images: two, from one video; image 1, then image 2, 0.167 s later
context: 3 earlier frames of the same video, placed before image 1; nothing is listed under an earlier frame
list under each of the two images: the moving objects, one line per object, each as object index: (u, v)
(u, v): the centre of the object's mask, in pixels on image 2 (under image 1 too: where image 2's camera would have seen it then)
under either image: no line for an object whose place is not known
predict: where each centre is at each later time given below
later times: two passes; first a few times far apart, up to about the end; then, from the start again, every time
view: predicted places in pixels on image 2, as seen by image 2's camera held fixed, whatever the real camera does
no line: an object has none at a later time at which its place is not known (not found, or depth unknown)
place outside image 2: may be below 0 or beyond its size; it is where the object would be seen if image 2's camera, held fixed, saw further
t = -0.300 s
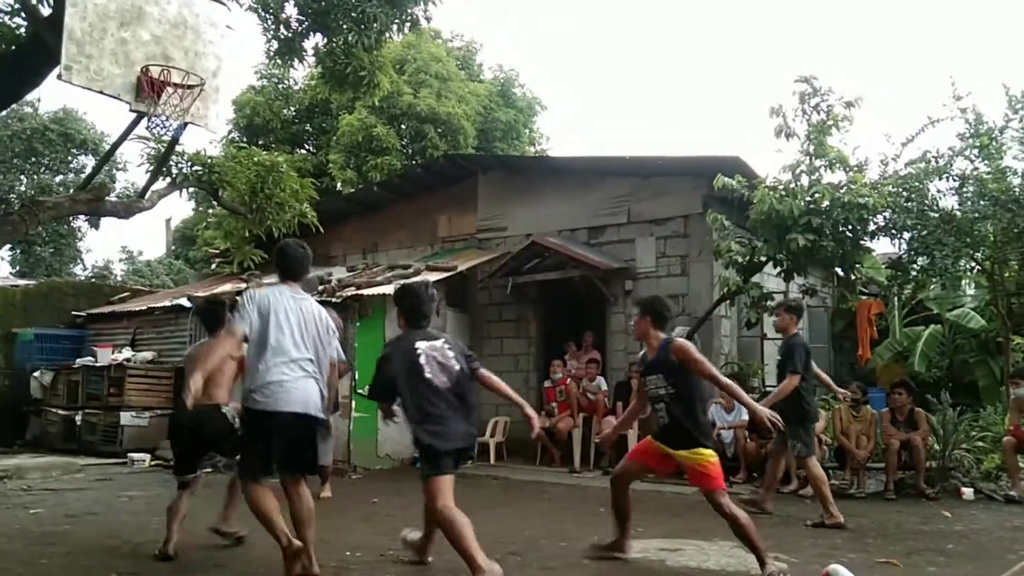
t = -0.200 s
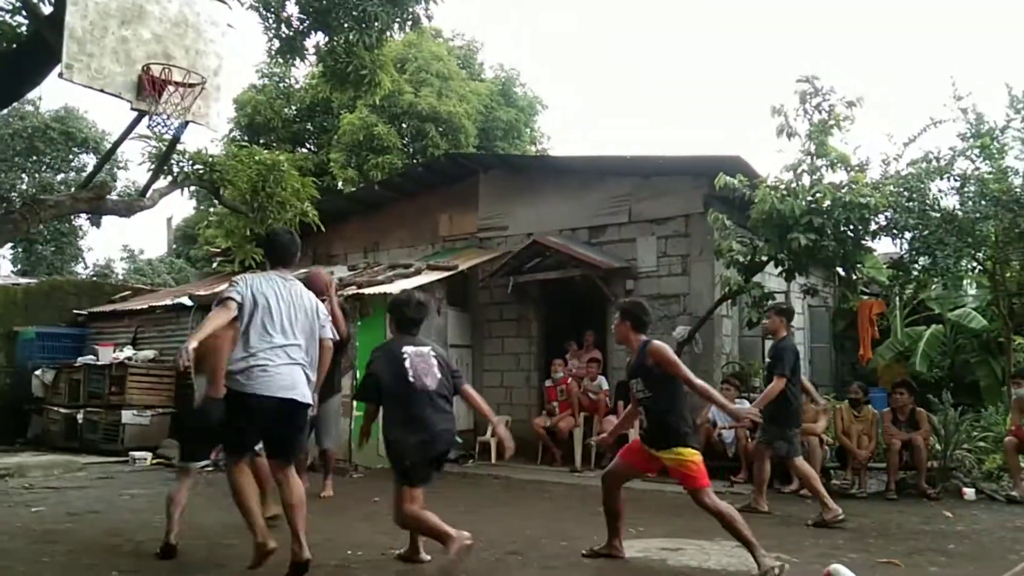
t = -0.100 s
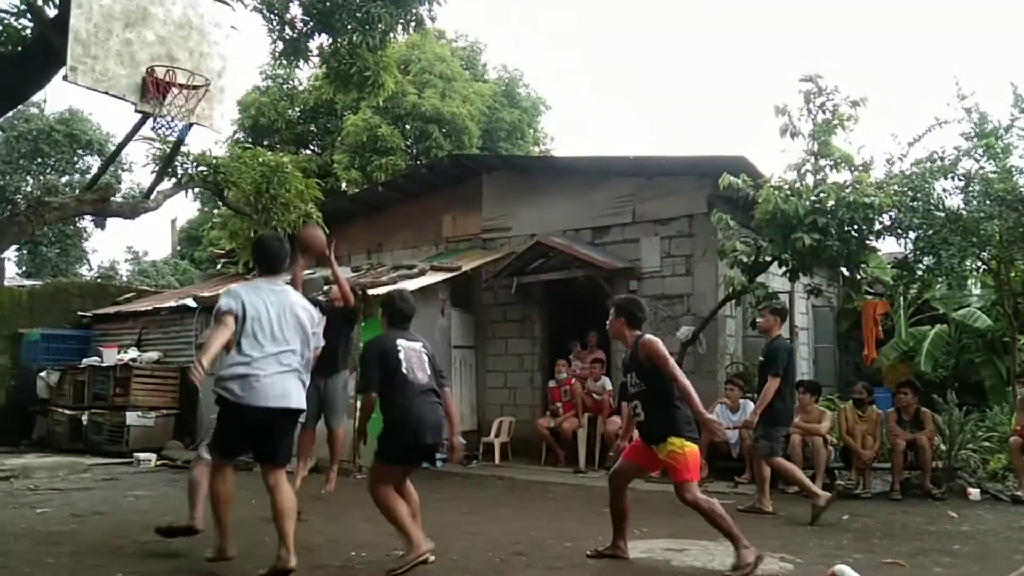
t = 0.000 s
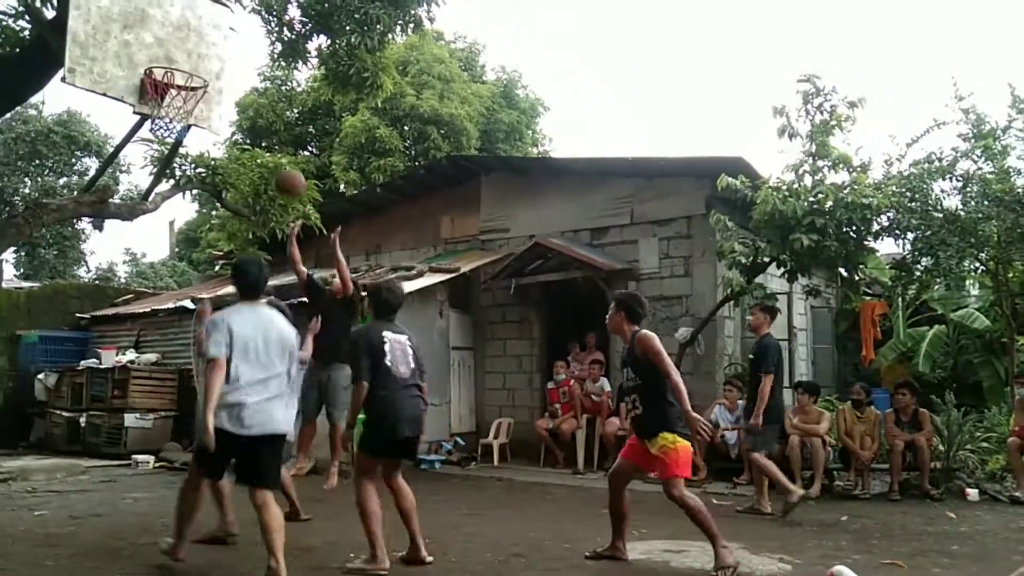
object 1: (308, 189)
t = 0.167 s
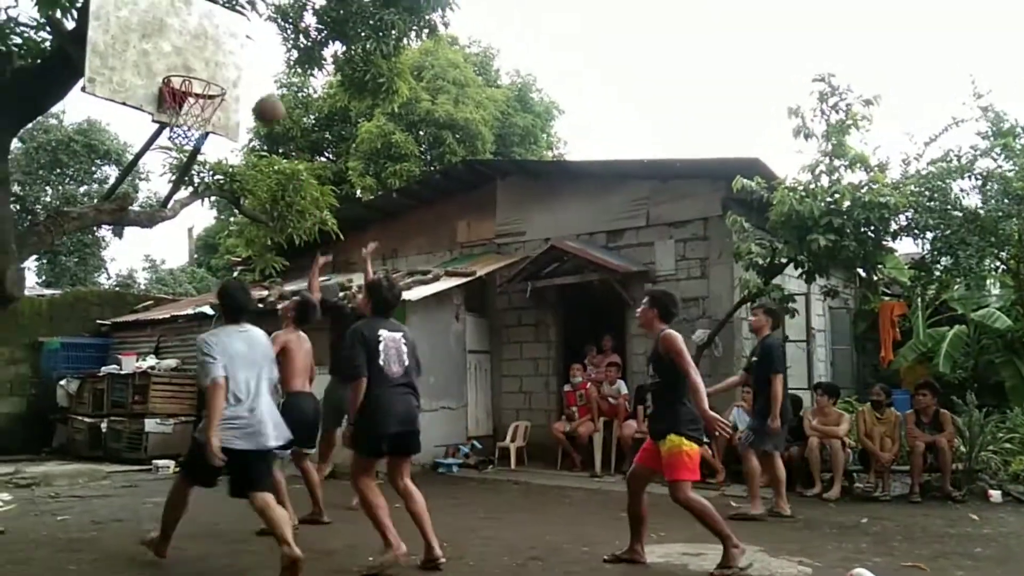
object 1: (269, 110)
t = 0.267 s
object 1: (241, 74)
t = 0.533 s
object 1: (168, 42)
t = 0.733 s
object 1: (115, 68)
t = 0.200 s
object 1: (260, 98)
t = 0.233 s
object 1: (250, 85)
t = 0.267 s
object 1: (241, 74)
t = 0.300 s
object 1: (233, 66)
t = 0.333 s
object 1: (225, 58)
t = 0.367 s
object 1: (216, 52)
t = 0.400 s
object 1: (206, 47)
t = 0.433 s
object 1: (198, 43)
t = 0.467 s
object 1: (188, 41)
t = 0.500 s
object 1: (178, 41)
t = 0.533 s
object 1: (168, 42)
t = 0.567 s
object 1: (155, 45)
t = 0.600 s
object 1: (146, 47)
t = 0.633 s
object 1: (139, 50)
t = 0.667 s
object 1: (131, 55)
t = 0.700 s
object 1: (123, 60)
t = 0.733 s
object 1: (115, 68)
